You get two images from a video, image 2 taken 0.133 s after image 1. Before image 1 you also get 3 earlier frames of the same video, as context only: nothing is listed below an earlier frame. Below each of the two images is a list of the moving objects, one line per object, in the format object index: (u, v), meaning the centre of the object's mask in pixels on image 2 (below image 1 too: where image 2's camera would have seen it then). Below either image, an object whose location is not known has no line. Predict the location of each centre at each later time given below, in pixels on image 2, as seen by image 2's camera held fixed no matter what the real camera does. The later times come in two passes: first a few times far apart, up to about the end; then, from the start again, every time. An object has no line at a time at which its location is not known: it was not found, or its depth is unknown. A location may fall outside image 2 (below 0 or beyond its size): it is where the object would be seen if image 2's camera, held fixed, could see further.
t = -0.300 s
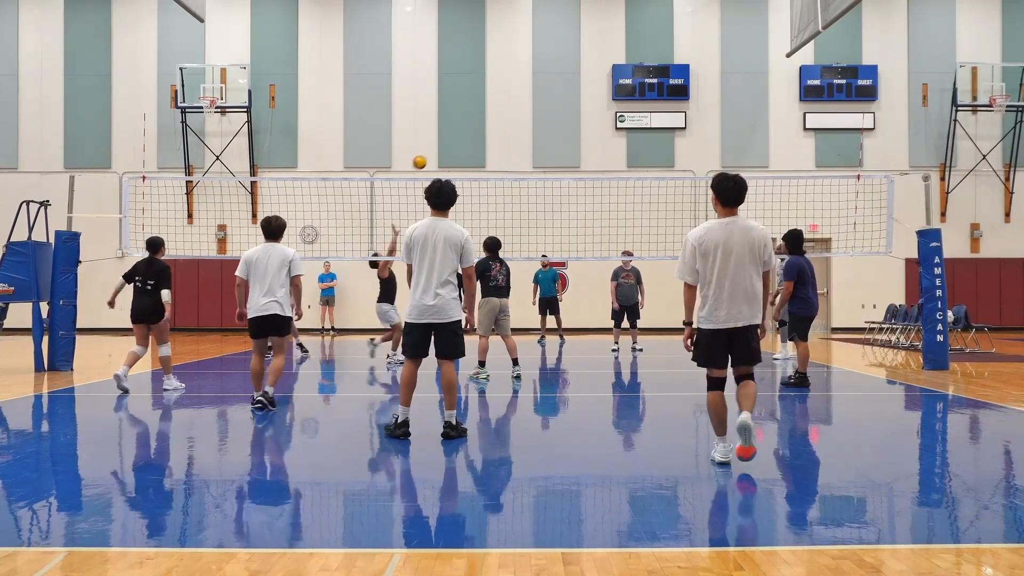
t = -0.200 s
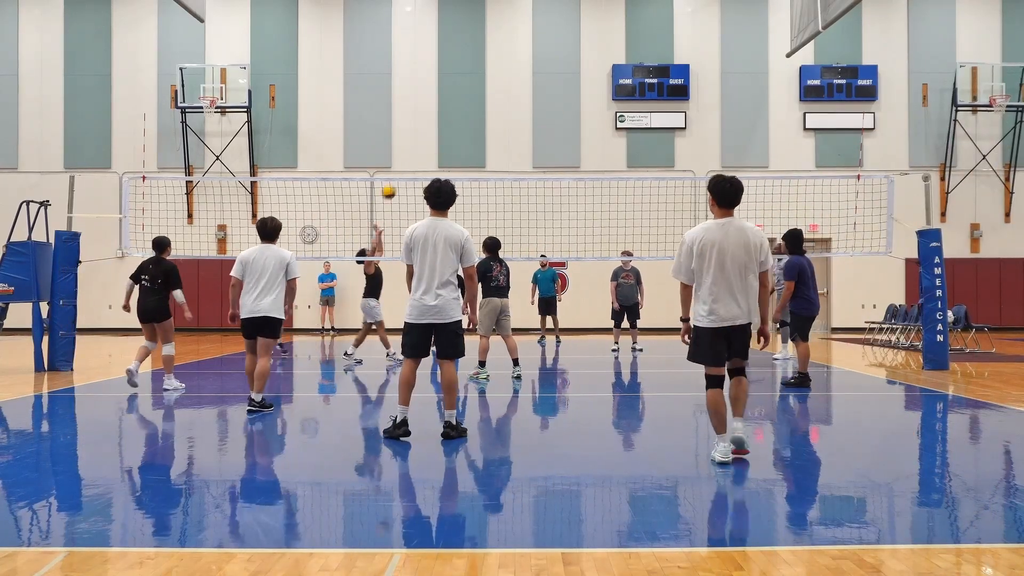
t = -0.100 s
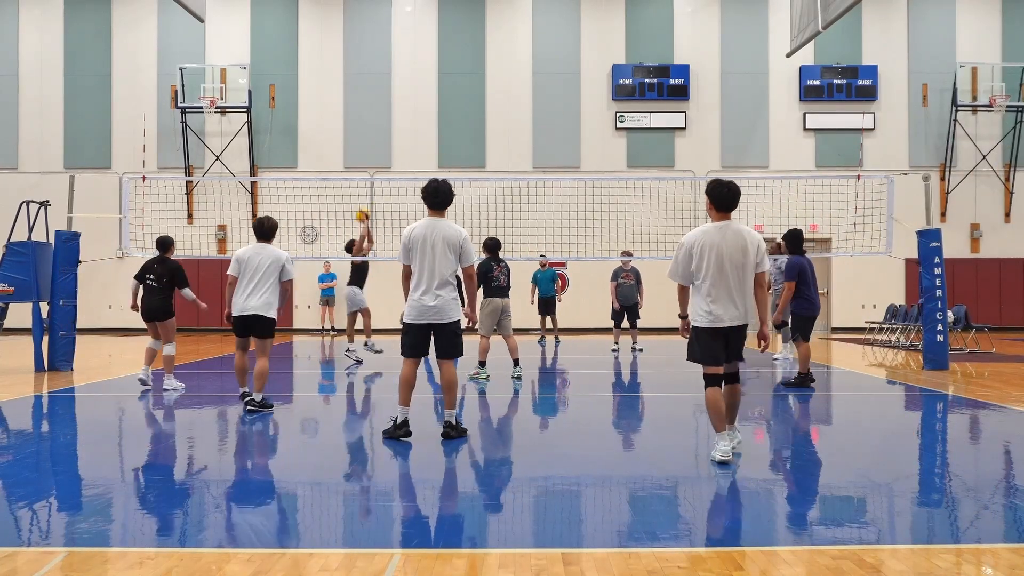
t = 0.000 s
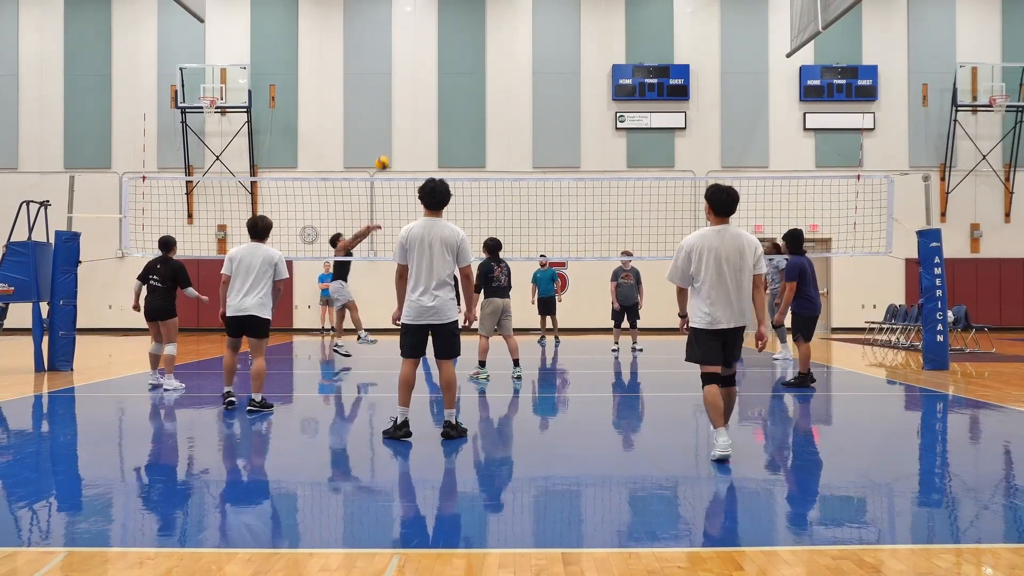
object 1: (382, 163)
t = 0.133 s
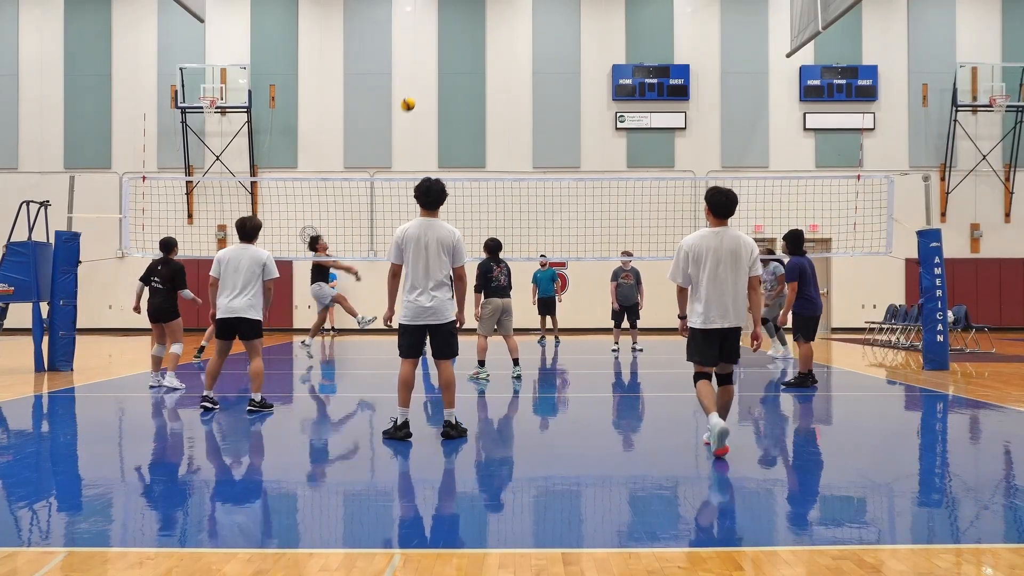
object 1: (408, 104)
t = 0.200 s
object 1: (420, 80)
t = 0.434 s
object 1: (463, 21)
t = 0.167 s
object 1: (414, 92)
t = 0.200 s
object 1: (420, 80)
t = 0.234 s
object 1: (426, 69)
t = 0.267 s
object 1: (433, 59)
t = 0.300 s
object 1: (439, 50)
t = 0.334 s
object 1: (444, 41)
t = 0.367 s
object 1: (451, 34)
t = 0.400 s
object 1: (457, 26)
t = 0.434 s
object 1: (463, 21)
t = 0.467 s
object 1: (468, 15)
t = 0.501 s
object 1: (474, 11)
